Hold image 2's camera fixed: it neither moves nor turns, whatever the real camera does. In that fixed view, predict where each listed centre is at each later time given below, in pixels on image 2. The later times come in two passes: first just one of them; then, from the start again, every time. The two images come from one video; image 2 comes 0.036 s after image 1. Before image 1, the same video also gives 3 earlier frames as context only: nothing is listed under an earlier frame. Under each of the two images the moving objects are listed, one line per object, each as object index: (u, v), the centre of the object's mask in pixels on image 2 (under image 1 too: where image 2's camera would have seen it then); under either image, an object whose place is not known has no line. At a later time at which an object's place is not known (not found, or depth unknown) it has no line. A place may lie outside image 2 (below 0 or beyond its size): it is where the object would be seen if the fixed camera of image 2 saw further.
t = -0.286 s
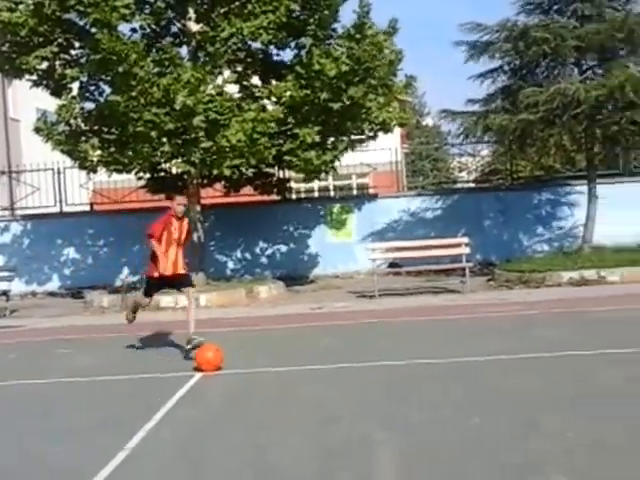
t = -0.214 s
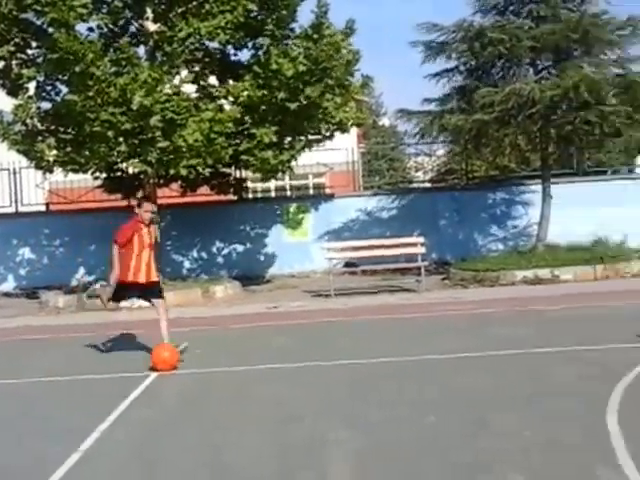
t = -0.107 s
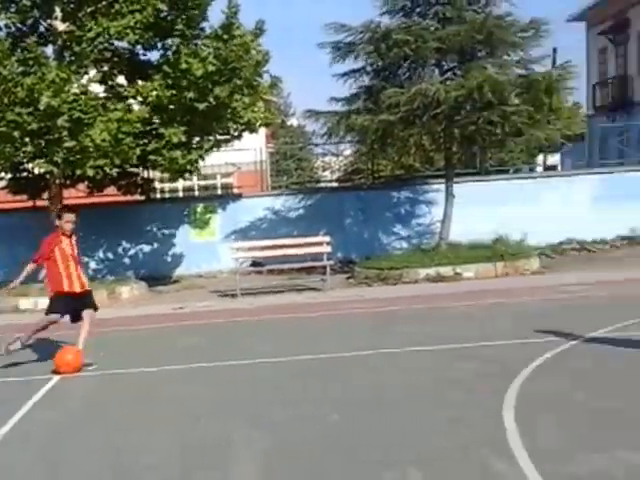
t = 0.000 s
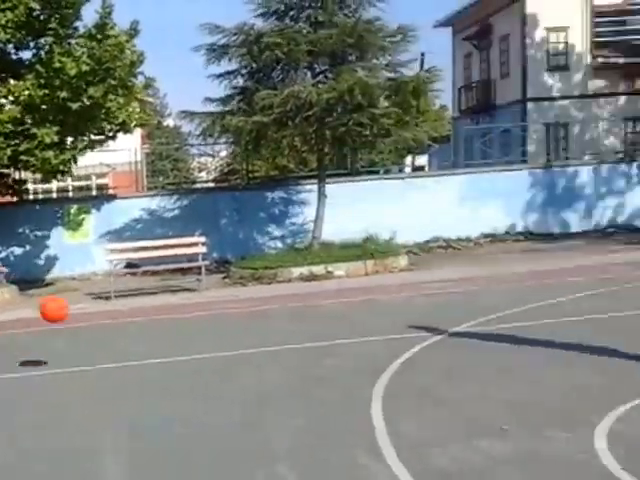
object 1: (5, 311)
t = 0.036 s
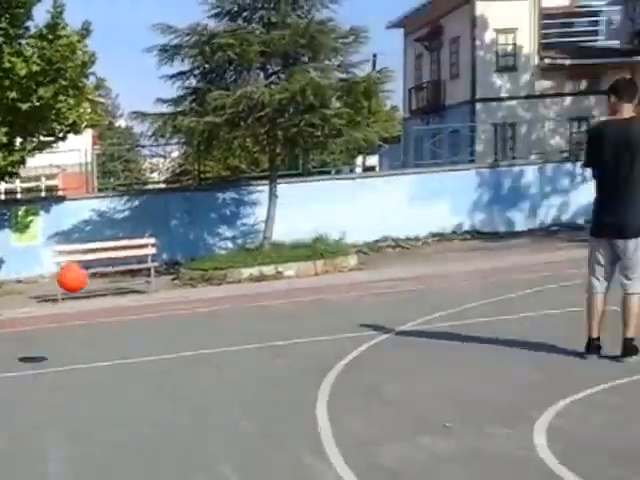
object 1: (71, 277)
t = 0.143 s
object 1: (291, 180)
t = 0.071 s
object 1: (141, 244)
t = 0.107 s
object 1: (216, 212)
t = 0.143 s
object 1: (291, 180)
